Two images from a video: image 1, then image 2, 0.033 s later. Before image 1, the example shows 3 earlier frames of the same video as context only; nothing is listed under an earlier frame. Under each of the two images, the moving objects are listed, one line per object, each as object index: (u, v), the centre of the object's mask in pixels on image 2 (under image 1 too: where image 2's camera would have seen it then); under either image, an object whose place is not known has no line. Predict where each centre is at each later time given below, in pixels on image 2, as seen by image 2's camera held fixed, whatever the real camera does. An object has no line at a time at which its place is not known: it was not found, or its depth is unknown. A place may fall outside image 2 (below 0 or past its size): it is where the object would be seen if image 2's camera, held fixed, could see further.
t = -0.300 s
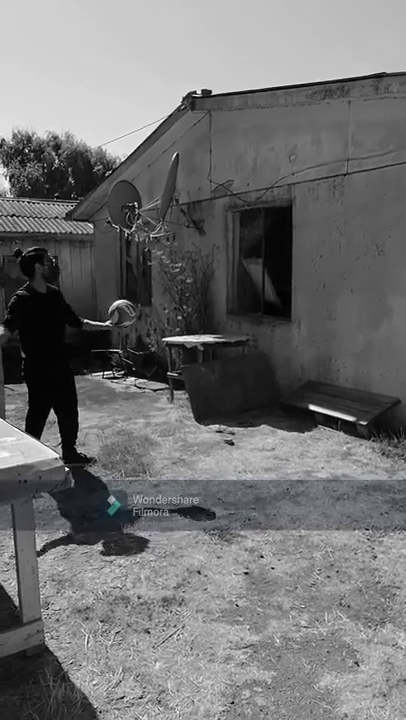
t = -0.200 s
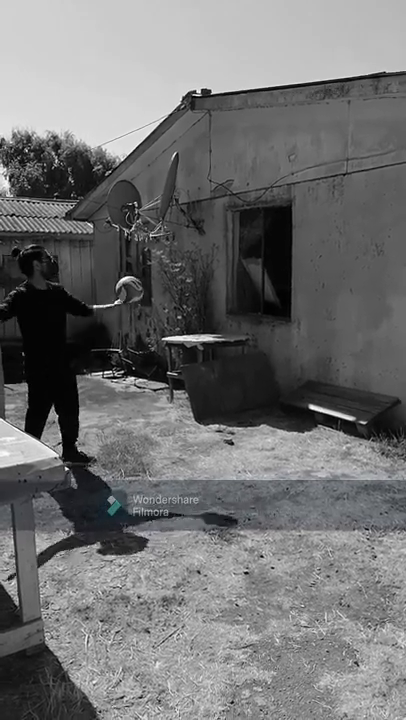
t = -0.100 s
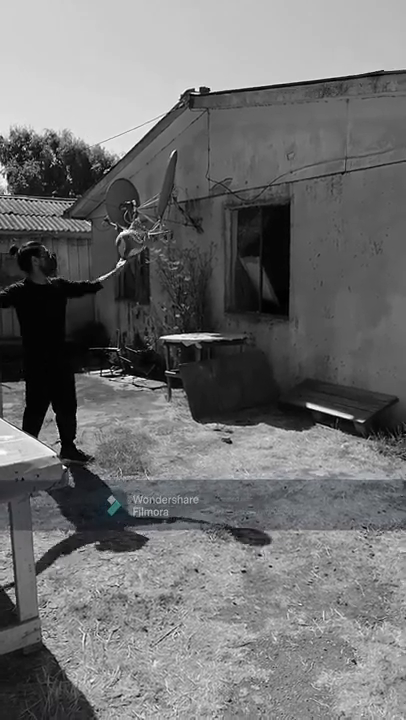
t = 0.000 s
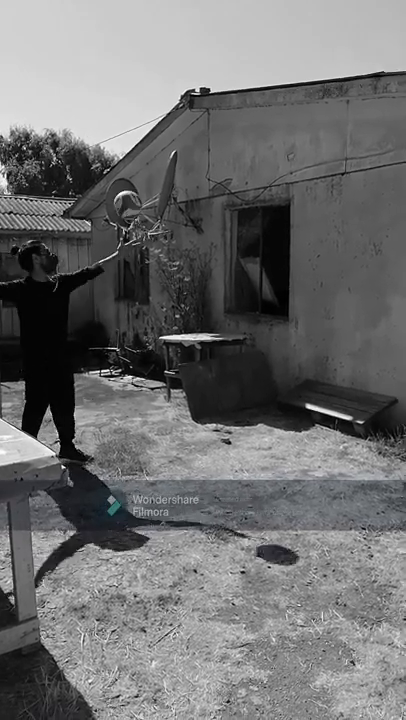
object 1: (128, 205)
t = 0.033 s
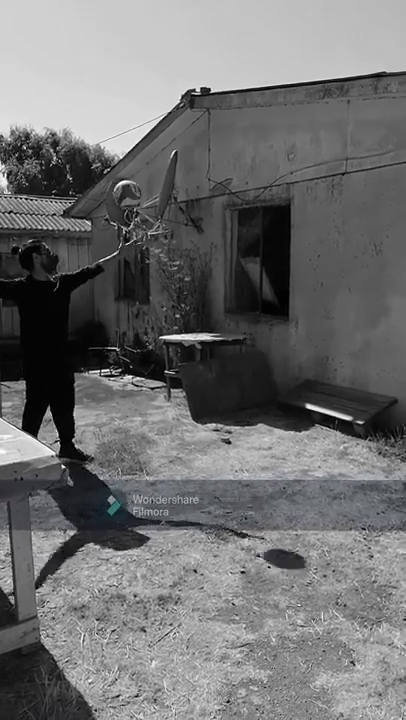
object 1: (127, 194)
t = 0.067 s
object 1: (127, 186)
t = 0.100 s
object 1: (126, 179)
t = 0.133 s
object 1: (125, 174)
